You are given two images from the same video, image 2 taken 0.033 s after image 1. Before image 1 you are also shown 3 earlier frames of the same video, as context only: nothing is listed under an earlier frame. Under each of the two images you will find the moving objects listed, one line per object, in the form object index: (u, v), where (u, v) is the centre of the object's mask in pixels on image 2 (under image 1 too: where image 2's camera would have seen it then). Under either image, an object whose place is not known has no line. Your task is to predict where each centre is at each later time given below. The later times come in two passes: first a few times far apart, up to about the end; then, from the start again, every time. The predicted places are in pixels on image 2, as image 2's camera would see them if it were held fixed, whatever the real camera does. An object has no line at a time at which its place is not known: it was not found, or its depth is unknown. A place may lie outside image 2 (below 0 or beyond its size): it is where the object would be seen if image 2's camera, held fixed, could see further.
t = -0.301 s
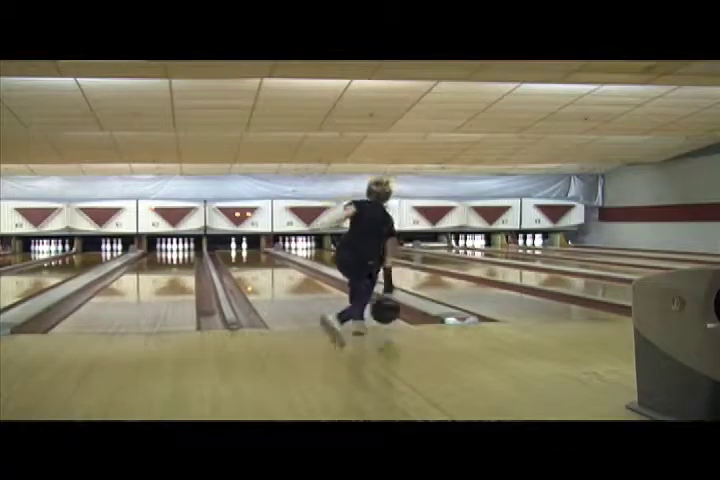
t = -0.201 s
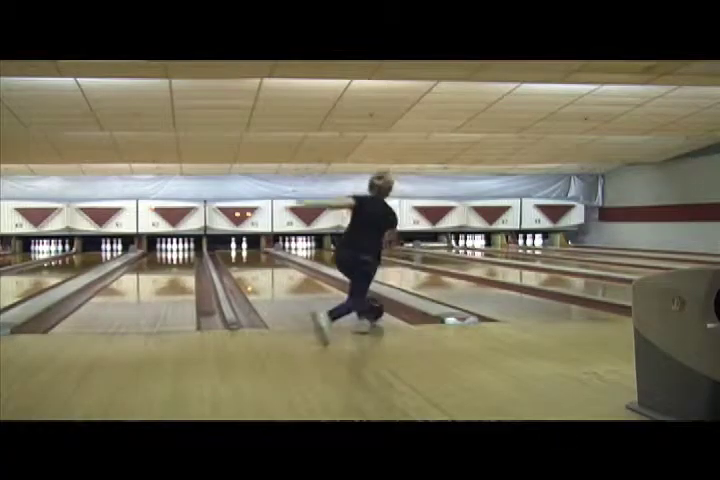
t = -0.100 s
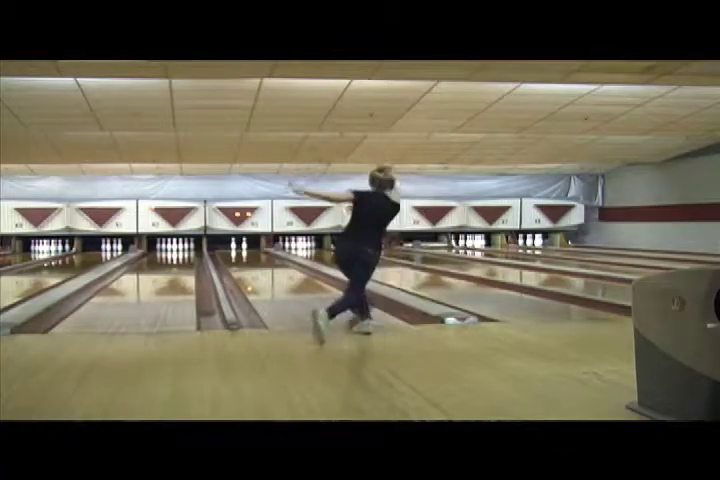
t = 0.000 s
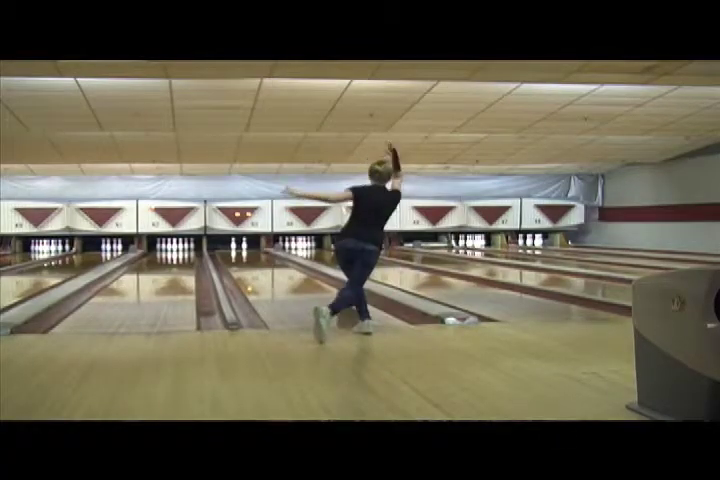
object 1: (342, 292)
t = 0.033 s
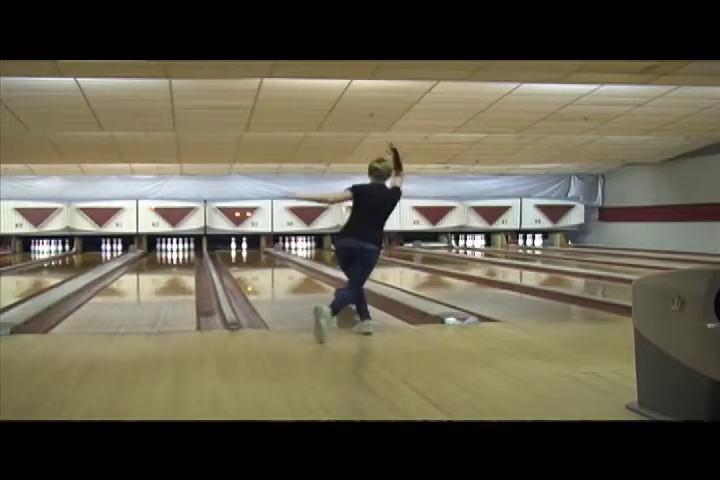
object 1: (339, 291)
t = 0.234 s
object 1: (329, 286)
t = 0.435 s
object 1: (316, 279)
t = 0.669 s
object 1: (305, 273)
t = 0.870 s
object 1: (296, 268)
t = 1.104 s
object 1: (289, 265)
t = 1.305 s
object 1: (281, 262)
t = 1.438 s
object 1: (276, 259)
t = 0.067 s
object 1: (337, 290)
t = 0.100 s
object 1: (336, 288)
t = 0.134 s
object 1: (334, 288)
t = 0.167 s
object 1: (331, 288)
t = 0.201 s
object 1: (331, 288)
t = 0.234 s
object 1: (329, 286)
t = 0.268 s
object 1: (326, 284)
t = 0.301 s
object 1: (323, 282)
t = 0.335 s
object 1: (321, 282)
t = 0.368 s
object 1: (320, 281)
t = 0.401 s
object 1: (318, 279)
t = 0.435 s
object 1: (316, 279)
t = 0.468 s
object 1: (314, 277)
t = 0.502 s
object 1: (313, 277)
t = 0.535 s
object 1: (311, 276)
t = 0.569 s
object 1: (310, 275)
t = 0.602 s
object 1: (308, 274)
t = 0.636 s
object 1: (307, 274)
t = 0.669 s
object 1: (305, 273)
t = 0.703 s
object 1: (305, 272)
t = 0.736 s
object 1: (302, 271)
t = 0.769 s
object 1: (301, 271)
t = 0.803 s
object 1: (299, 269)
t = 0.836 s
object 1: (298, 269)
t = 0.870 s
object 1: (296, 268)
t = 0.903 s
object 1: (295, 268)
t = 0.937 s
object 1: (295, 267)
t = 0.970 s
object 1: (291, 266)
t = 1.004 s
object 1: (291, 265)
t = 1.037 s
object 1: (291, 265)
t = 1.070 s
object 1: (289, 265)
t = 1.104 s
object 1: (289, 265)
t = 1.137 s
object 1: (287, 264)
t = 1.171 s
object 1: (287, 264)
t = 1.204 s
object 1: (284, 263)
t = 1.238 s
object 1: (283, 263)
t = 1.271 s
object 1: (281, 262)
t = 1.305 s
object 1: (281, 262)
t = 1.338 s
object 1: (281, 261)
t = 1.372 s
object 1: (278, 260)
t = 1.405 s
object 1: (276, 260)
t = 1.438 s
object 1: (276, 259)
